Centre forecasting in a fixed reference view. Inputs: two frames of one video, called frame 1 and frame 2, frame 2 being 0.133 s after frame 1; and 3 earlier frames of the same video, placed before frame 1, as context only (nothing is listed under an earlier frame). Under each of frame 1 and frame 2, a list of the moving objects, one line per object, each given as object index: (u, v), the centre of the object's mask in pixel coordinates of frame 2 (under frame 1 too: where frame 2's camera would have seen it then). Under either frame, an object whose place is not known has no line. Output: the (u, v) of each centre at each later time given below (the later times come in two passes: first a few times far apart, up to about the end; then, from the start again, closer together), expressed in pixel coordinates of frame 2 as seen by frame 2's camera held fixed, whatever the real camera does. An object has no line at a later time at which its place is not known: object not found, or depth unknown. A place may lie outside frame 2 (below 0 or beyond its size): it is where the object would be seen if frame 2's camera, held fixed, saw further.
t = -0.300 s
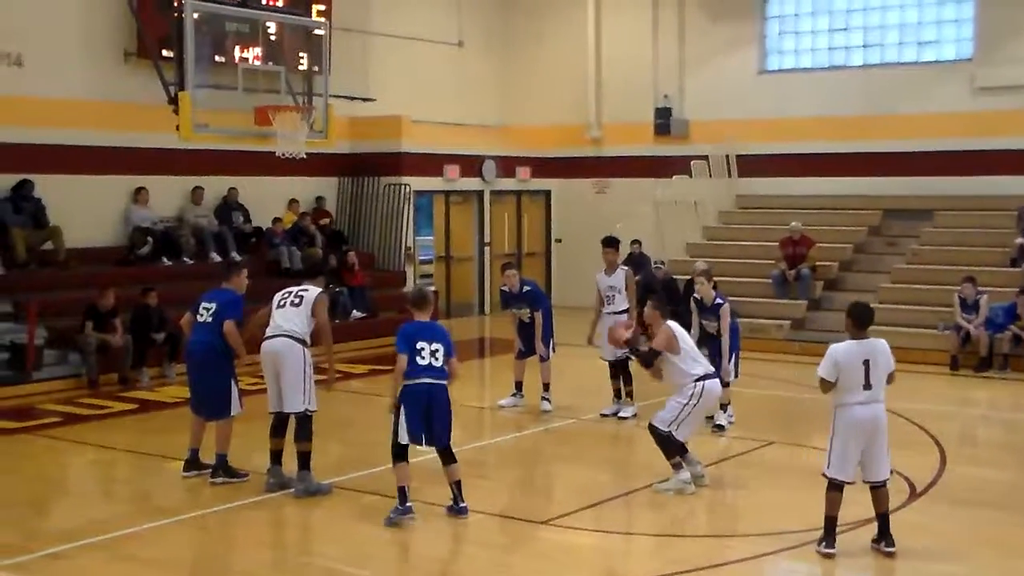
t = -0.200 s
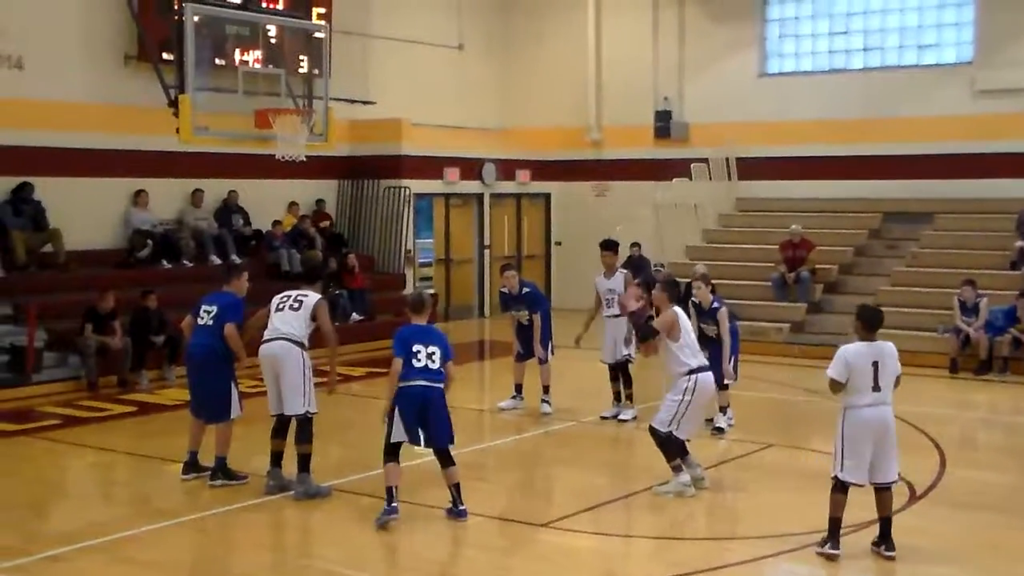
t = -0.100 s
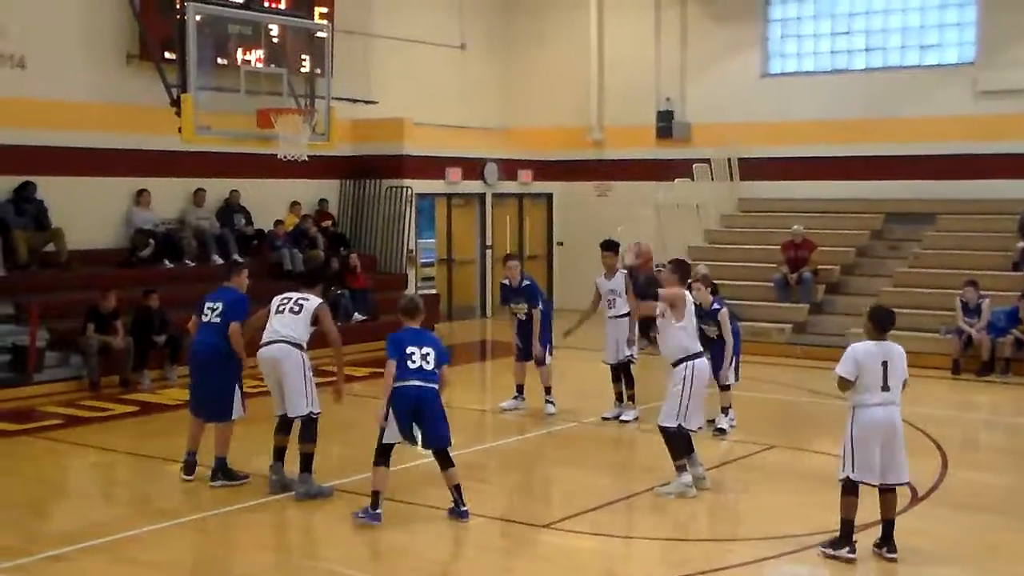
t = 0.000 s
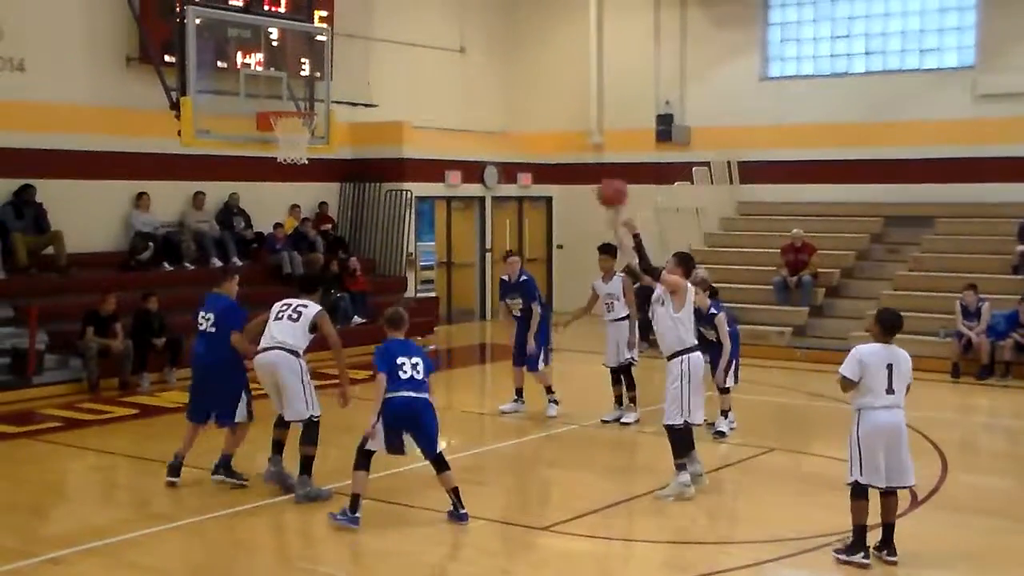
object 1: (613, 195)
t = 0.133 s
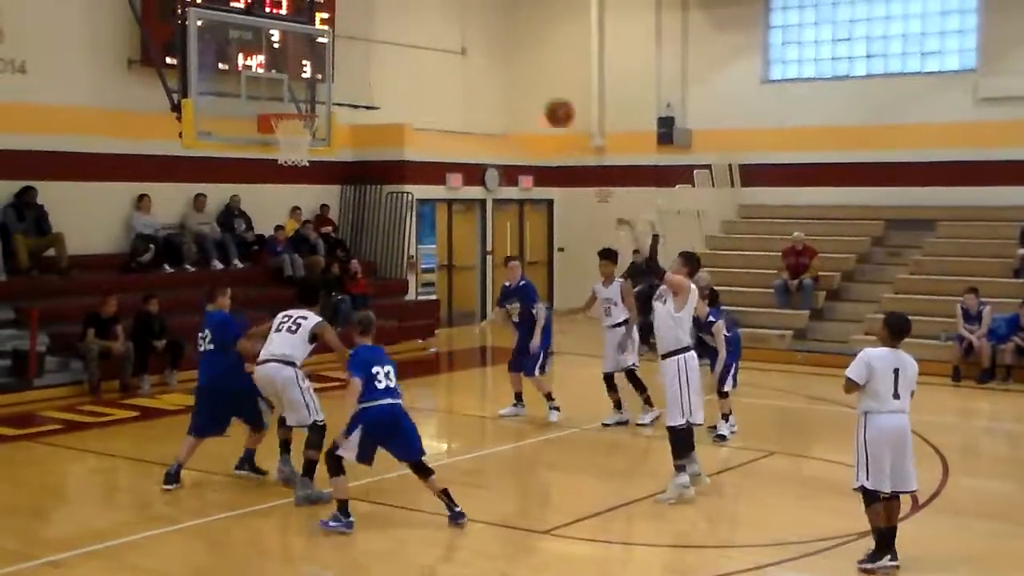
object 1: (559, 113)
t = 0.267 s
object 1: (508, 55)
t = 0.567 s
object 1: (406, 8)
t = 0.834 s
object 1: (327, 45)
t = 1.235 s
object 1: (282, 25)
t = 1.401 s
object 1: (284, 2)
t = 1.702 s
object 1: (285, 27)
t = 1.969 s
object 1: (283, 127)
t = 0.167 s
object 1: (547, 95)
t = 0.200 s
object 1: (533, 80)
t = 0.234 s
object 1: (521, 67)
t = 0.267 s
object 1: (508, 55)
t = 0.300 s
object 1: (496, 44)
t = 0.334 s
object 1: (484, 34)
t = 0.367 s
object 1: (473, 26)
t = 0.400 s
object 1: (461, 19)
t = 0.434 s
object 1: (449, 14)
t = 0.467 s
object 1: (438, 10)
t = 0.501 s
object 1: (428, 9)
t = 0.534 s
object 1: (417, 8)
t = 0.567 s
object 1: (406, 8)
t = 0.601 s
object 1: (396, 8)
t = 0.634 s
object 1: (386, 10)
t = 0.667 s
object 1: (375, 12)
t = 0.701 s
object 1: (366, 15)
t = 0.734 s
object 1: (356, 22)
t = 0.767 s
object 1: (347, 28)
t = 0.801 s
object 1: (338, 37)
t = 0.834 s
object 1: (327, 45)
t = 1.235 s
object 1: (282, 25)
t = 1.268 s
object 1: (283, 17)
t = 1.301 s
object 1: (282, 14)
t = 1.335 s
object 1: (283, 9)
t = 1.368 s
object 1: (283, 5)
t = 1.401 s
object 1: (284, 2)
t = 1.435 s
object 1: (284, 1)
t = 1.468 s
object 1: (284, 0)
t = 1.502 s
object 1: (285, 1)
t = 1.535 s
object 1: (286, 3)
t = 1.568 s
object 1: (286, 5)
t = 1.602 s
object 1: (286, 6)
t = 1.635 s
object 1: (284, 12)
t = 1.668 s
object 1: (284, 19)
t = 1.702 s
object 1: (285, 27)
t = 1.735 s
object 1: (283, 35)
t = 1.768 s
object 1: (282, 46)
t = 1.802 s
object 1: (282, 57)
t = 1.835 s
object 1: (282, 70)
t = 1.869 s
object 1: (282, 86)
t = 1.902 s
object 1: (283, 98)
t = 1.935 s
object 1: (283, 112)
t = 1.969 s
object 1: (283, 127)
